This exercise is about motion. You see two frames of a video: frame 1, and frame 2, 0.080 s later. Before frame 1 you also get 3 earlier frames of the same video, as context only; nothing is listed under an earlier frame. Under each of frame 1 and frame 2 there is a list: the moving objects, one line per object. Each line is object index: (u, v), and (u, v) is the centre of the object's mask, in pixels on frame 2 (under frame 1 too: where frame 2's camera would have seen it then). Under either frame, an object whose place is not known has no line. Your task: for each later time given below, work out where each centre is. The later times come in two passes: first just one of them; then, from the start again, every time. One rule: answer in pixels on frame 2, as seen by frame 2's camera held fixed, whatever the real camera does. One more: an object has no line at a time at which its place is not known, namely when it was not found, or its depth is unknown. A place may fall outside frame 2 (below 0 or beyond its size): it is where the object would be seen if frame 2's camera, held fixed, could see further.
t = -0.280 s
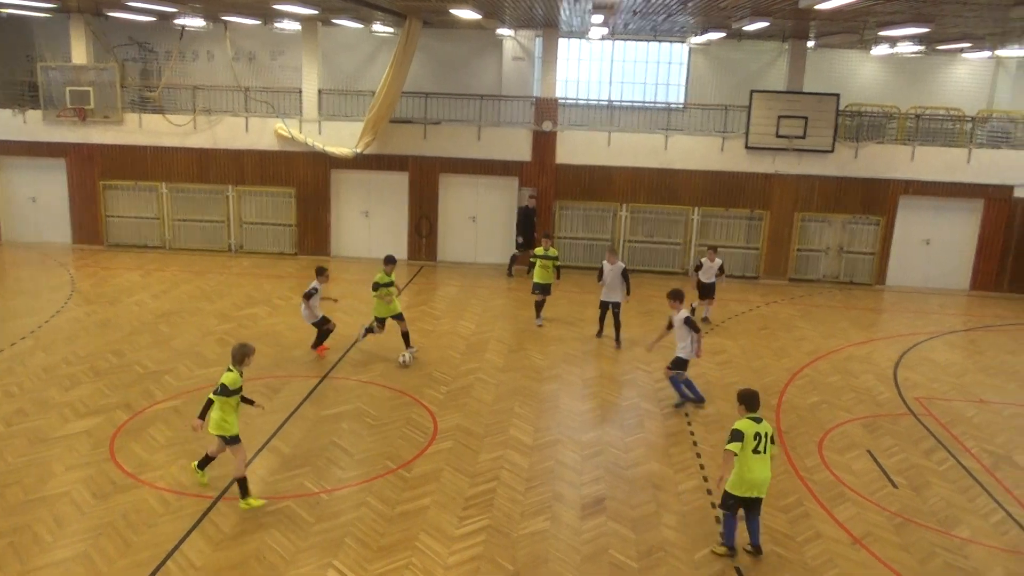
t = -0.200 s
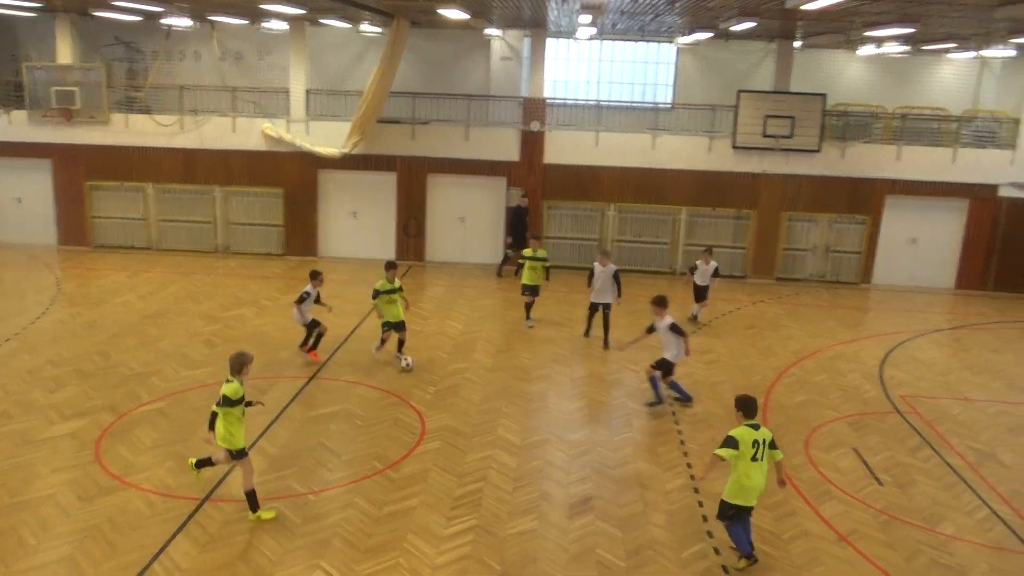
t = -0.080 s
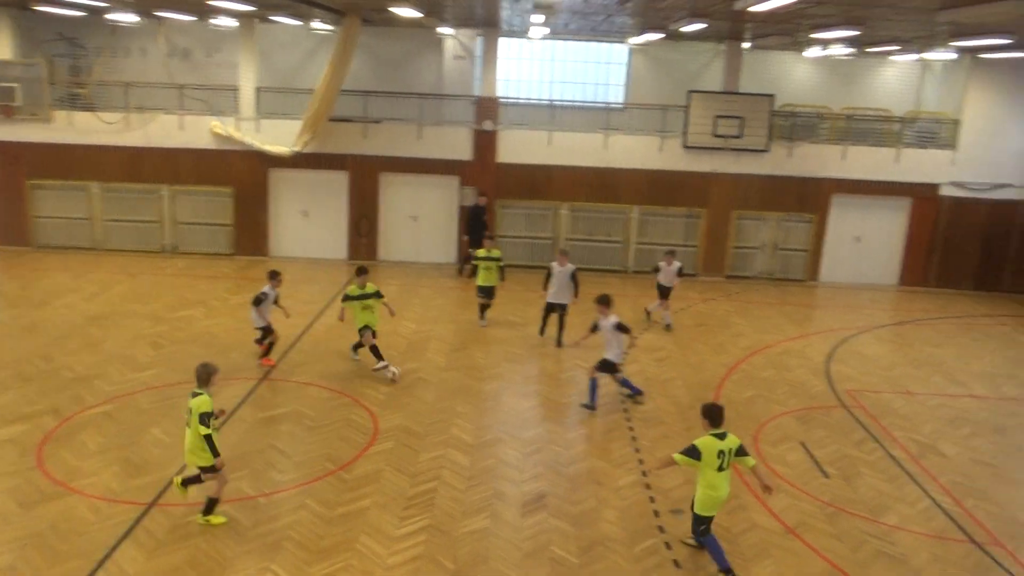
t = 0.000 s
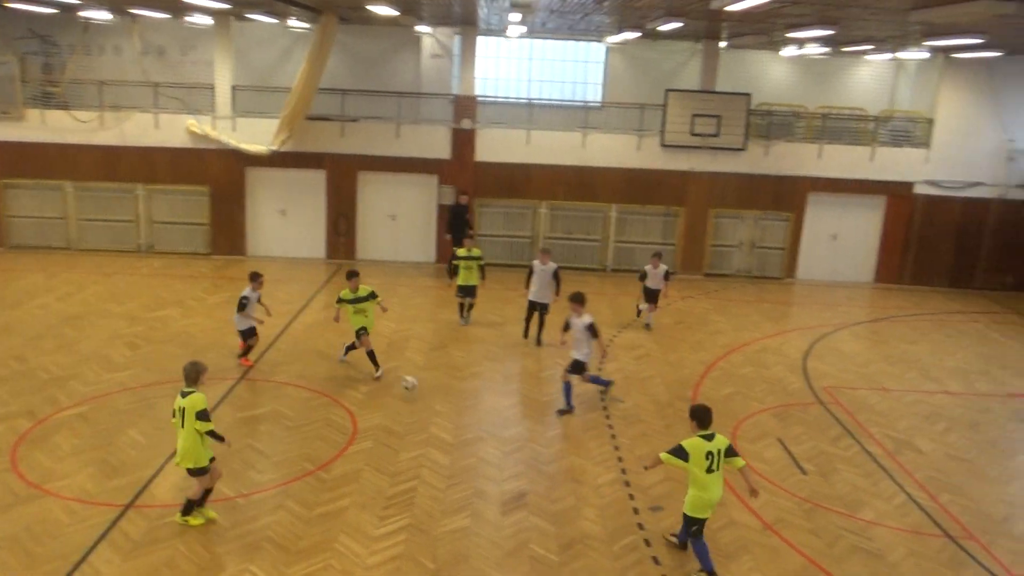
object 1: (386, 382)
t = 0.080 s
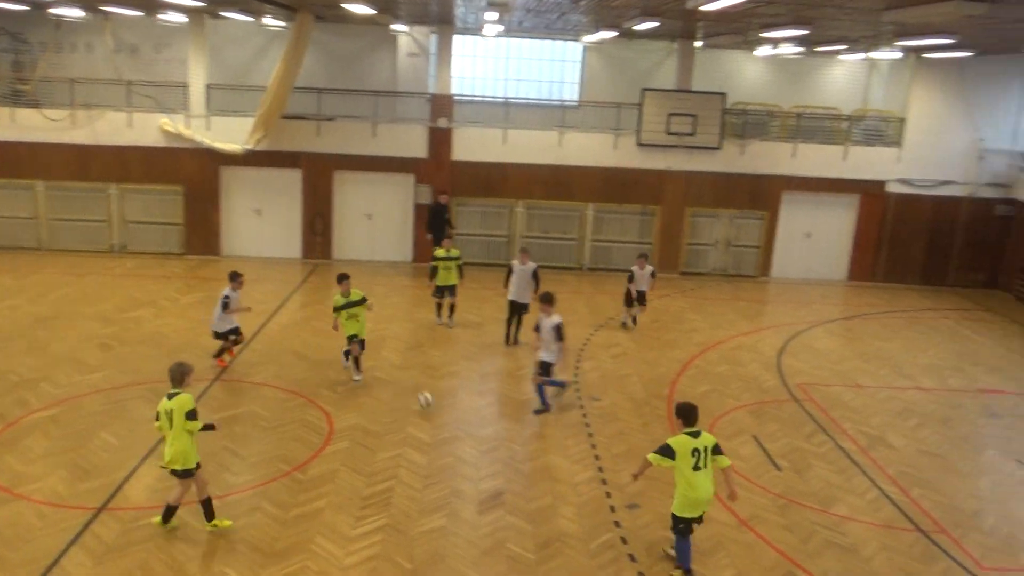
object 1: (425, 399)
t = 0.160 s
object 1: (467, 422)
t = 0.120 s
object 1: (447, 411)
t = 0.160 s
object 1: (467, 422)
